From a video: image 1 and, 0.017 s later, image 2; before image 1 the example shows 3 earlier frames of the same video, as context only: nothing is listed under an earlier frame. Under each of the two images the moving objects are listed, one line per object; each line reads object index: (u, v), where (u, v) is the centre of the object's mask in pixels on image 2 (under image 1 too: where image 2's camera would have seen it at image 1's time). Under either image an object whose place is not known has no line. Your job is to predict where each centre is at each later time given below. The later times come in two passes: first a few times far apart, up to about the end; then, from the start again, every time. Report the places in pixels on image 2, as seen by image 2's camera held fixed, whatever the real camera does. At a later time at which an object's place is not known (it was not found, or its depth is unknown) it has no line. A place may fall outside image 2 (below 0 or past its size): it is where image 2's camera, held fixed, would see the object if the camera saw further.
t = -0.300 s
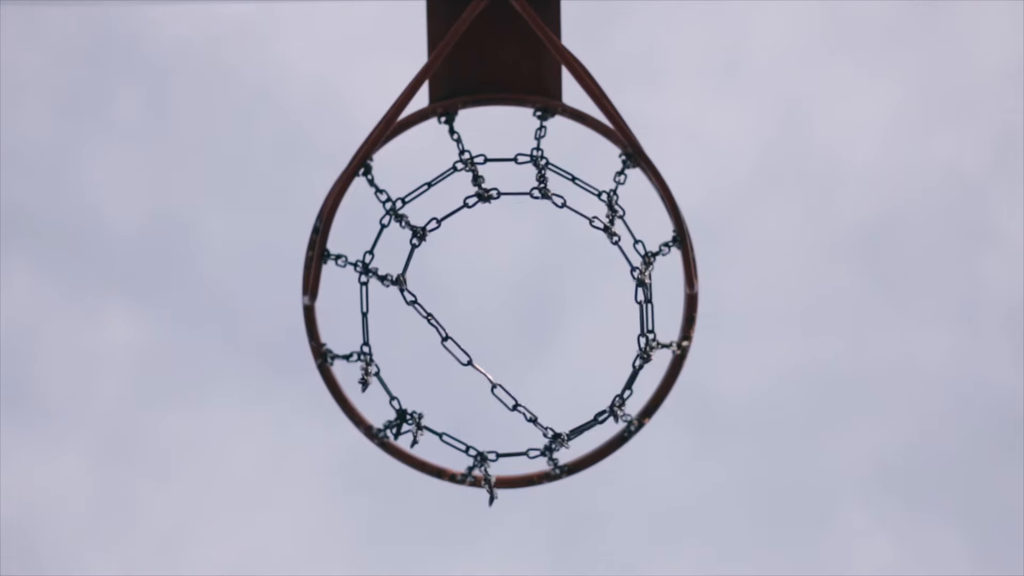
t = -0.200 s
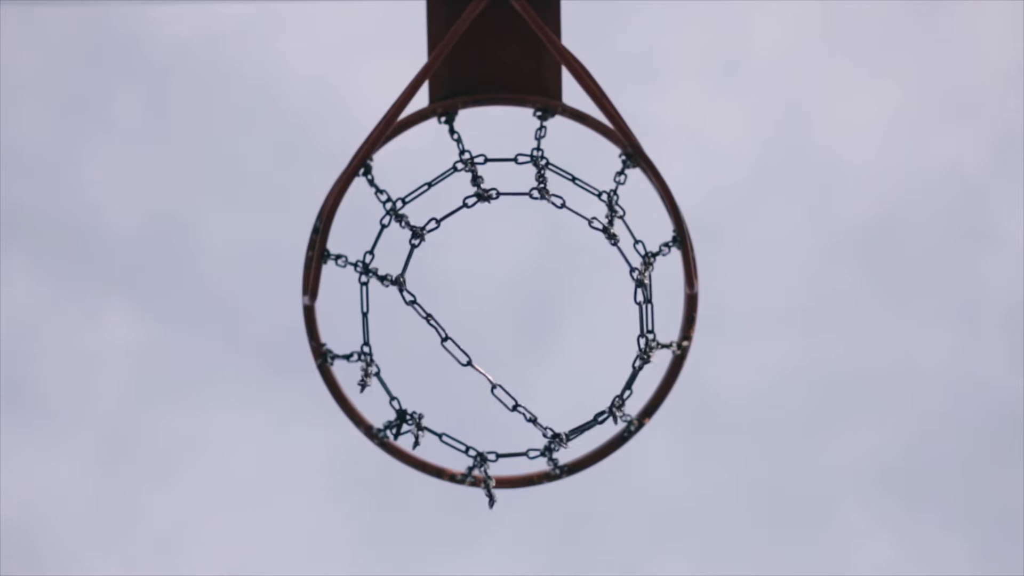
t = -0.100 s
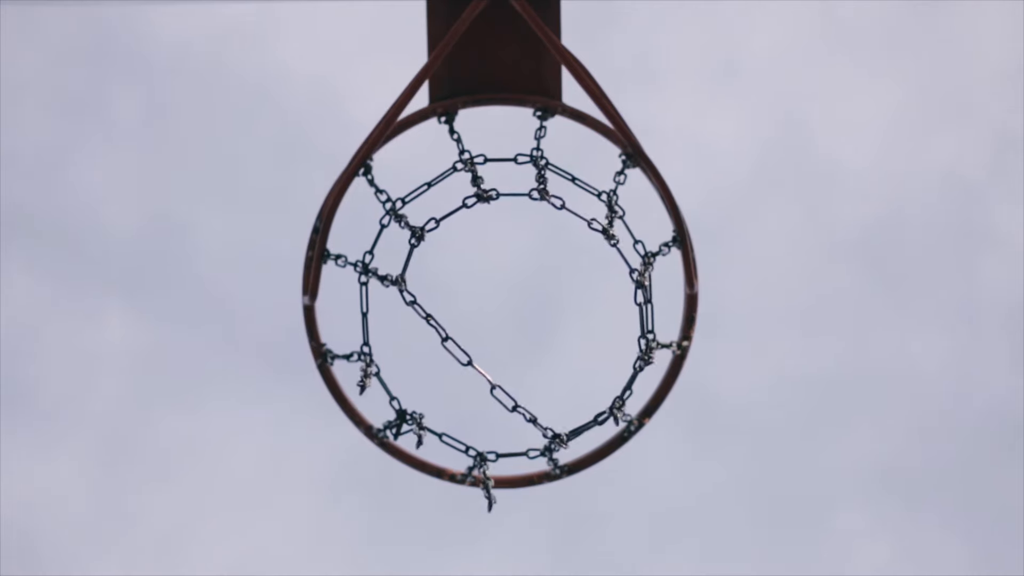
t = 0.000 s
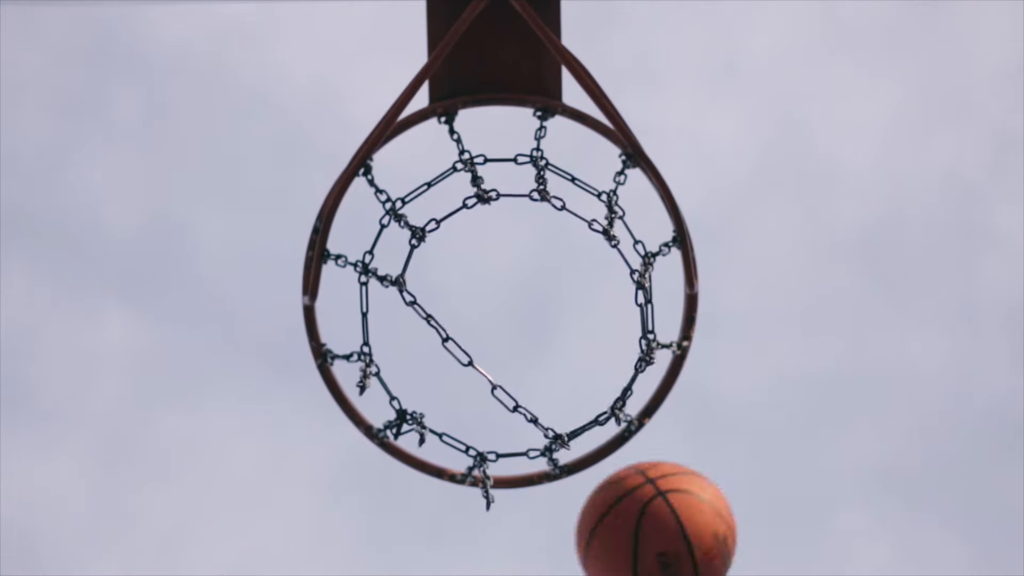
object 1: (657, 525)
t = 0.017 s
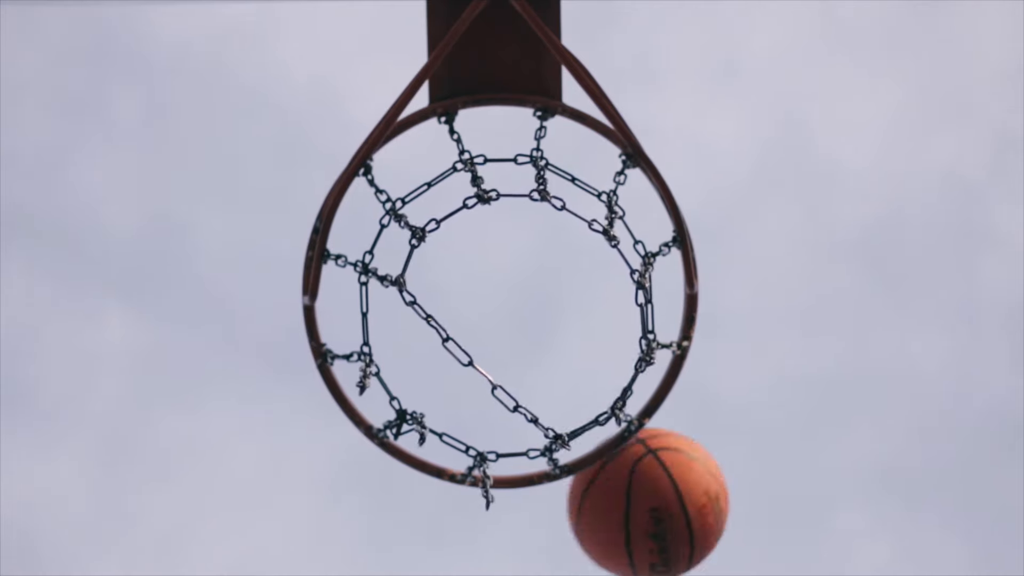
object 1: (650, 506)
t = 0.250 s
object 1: (544, 153)
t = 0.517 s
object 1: (483, 213)
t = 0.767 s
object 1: (609, 301)
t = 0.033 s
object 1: (650, 483)
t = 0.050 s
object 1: (641, 446)
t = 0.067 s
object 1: (626, 405)
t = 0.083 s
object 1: (596, 362)
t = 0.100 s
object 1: (587, 337)
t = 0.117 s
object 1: (583, 310)
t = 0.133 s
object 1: (575, 284)
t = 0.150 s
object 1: (584, 237)
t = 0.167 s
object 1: (577, 207)
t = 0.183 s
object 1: (562, 181)
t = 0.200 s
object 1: (566, 141)
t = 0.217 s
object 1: (569, 119)
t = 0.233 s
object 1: (596, 80)
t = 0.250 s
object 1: (544, 153)
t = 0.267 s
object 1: (549, 174)
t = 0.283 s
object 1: (552, 194)
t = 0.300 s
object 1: (551, 230)
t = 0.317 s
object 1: (545, 272)
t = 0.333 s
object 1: (546, 306)
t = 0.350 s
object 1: (550, 334)
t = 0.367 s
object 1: (535, 368)
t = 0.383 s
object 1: (525, 357)
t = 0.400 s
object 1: (513, 335)
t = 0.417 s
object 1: (511, 301)
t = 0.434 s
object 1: (485, 289)
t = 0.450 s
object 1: (471, 263)
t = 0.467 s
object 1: (458, 238)
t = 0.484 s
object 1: (448, 216)
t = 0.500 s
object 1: (464, 214)
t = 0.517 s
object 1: (483, 213)
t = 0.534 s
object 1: (499, 211)
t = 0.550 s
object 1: (516, 211)
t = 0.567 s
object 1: (531, 212)
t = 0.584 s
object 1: (546, 213)
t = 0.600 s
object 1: (557, 218)
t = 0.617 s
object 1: (567, 223)
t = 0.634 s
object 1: (576, 230)
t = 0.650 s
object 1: (581, 238)
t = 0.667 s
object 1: (586, 247)
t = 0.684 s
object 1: (592, 257)
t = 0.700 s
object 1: (597, 266)
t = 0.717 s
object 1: (602, 274)
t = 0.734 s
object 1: (606, 283)
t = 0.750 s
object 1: (609, 292)
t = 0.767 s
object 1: (609, 301)
